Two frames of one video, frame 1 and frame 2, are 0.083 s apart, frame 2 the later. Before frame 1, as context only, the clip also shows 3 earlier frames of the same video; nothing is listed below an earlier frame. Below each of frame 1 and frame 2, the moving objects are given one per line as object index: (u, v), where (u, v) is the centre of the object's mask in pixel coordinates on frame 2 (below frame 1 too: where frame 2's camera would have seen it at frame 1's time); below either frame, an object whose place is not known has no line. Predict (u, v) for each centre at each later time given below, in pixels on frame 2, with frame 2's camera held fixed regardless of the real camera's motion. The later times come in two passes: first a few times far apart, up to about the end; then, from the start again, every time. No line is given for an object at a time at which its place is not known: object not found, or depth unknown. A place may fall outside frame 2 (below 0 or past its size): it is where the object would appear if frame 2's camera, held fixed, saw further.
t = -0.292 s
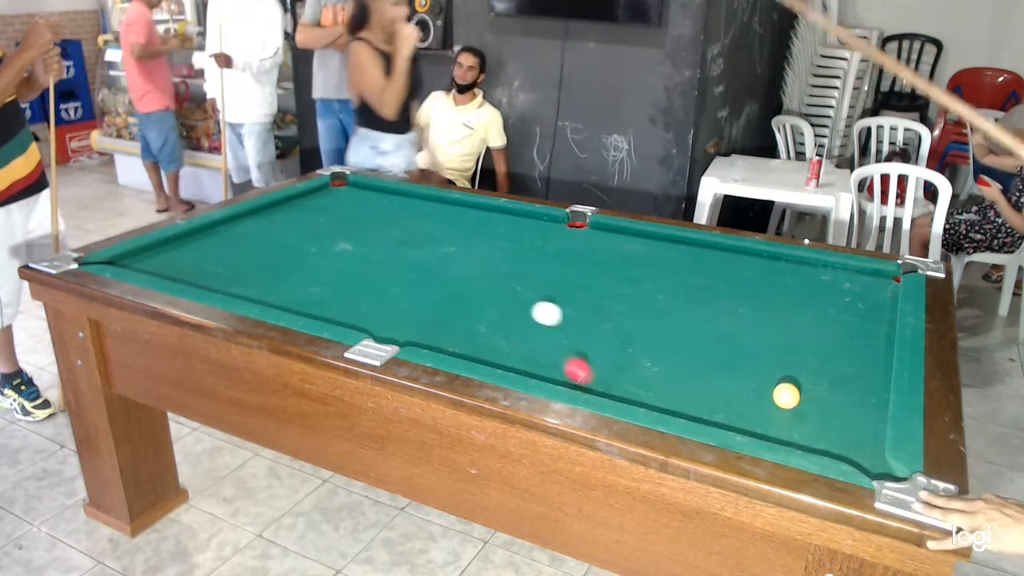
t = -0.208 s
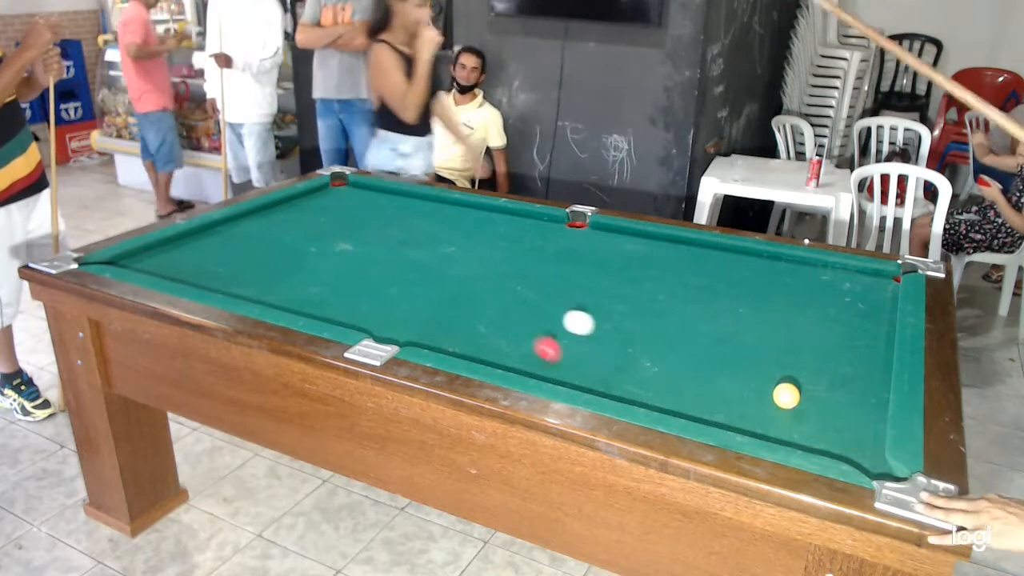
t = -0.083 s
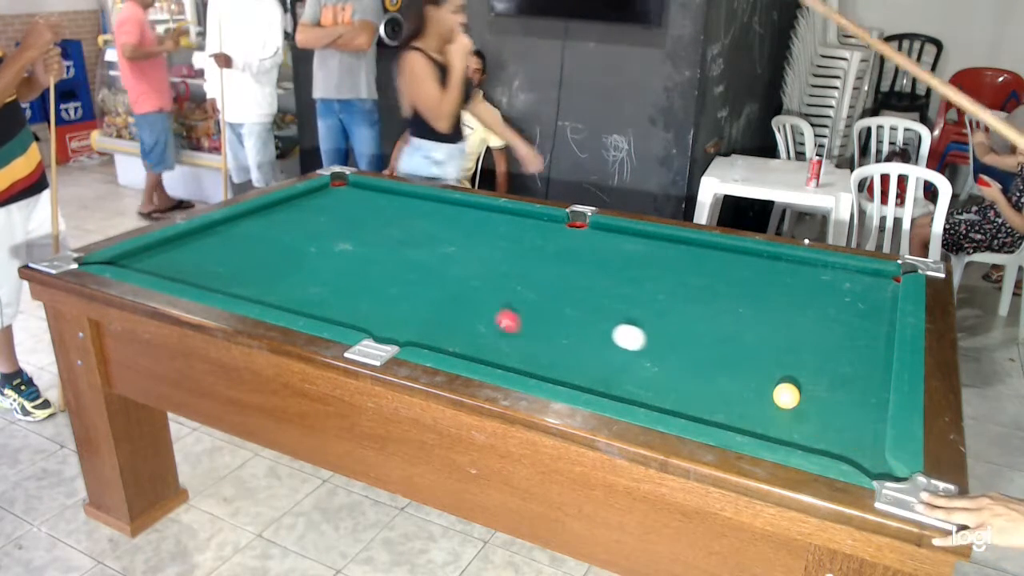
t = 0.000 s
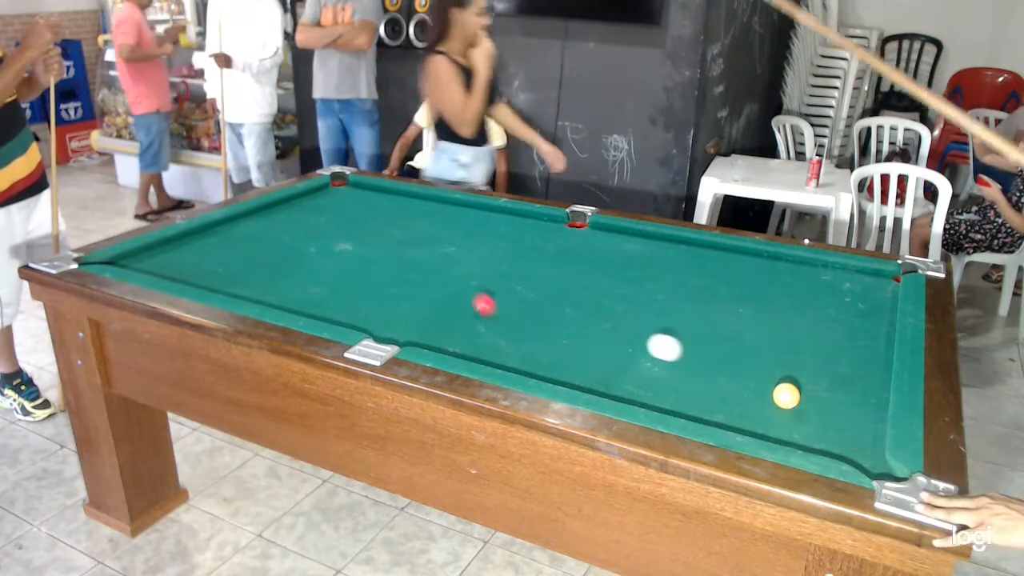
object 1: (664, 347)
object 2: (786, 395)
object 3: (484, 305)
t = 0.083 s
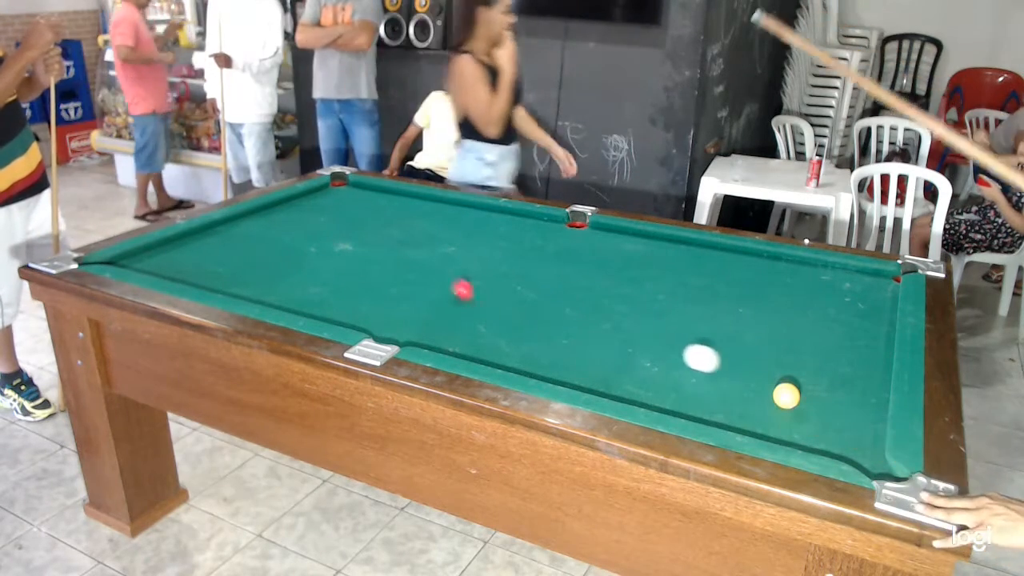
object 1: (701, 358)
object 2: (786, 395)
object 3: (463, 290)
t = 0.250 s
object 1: (778, 377)
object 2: (786, 396)
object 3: (425, 264)
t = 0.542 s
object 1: (843, 388)
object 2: (796, 417)
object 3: (373, 227)
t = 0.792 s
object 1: (776, 367)
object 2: (804, 435)
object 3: (338, 202)
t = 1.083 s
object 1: (707, 346)
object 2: (814, 445)
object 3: (352, 187)
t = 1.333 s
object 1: (656, 329)
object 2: (823, 442)
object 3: (380, 196)
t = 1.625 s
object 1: (604, 313)
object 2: (830, 438)
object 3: (403, 211)
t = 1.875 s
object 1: (565, 300)
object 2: (836, 434)
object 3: (424, 225)
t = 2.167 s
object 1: (525, 287)
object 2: (841, 433)
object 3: (451, 242)
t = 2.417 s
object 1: (495, 277)
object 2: (842, 433)
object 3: (476, 258)
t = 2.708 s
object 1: (464, 267)
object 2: (841, 433)
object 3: (508, 277)
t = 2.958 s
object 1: (440, 258)
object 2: (841, 433)
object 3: (538, 295)
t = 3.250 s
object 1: (416, 250)
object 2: (841, 433)
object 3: (574, 316)
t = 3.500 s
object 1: (399, 243)
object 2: (841, 433)
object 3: (608, 336)
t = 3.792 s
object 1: (381, 236)
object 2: (841, 433)
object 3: (649, 360)
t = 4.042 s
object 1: (367, 231)
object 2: (841, 433)
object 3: (685, 381)
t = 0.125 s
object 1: (720, 364)
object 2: (786, 395)
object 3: (452, 283)
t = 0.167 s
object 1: (740, 369)
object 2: (786, 395)
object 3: (443, 276)
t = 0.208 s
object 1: (760, 374)
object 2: (786, 395)
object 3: (433, 269)
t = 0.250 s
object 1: (778, 377)
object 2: (786, 396)
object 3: (425, 264)
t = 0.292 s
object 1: (802, 382)
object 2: (788, 399)
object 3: (417, 258)
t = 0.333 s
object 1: (820, 387)
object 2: (789, 402)
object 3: (409, 252)
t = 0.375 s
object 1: (840, 391)
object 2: (790, 405)
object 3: (401, 246)
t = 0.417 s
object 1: (860, 395)
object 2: (792, 408)
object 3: (393, 241)
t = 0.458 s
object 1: (871, 396)
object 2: (793, 411)
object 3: (386, 236)
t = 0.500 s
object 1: (856, 392)
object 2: (794, 414)
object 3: (380, 232)
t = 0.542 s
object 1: (843, 388)
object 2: (796, 417)
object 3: (373, 227)
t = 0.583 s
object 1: (831, 384)
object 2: (797, 420)
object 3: (366, 223)
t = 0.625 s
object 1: (820, 381)
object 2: (798, 423)
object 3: (360, 218)
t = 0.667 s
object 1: (808, 377)
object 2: (800, 426)
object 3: (354, 214)
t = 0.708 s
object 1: (797, 374)
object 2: (801, 429)
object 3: (348, 210)
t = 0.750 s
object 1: (786, 370)
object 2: (802, 432)
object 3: (343, 206)
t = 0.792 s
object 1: (776, 367)
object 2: (804, 435)
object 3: (338, 202)
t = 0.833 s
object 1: (765, 364)
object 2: (805, 437)
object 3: (333, 199)
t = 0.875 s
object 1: (755, 360)
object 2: (806, 439)
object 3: (328, 196)
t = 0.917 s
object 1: (745, 357)
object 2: (808, 441)
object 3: (323, 192)
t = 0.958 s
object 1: (735, 354)
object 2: (810, 443)
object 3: (320, 189)
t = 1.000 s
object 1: (726, 351)
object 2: (811, 445)
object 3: (329, 188)
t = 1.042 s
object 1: (716, 348)
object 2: (812, 446)
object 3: (340, 187)
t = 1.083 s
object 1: (707, 346)
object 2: (814, 445)
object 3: (352, 187)
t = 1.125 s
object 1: (699, 343)
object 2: (815, 444)
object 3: (362, 186)
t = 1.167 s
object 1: (689, 340)
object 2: (817, 444)
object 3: (369, 186)
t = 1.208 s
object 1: (681, 337)
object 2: (818, 443)
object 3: (371, 189)
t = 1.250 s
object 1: (673, 335)
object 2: (820, 443)
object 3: (375, 191)
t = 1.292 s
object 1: (664, 332)
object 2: (821, 442)
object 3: (377, 193)
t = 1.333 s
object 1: (656, 329)
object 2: (823, 442)
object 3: (380, 196)
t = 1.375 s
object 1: (649, 327)
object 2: (824, 441)
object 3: (383, 198)
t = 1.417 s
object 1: (641, 324)
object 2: (825, 441)
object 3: (387, 200)
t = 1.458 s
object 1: (633, 322)
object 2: (826, 440)
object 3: (390, 202)
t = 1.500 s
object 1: (626, 320)
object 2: (827, 439)
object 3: (393, 204)
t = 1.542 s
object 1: (618, 317)
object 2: (828, 439)
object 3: (396, 207)
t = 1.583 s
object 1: (611, 315)
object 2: (829, 438)
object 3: (400, 208)
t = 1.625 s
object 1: (604, 313)
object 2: (830, 438)
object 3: (403, 211)
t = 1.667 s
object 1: (598, 311)
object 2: (831, 437)
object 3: (406, 213)
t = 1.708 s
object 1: (591, 308)
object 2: (832, 437)
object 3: (409, 215)
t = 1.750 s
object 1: (584, 306)
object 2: (834, 436)
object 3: (413, 218)
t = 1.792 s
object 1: (578, 304)
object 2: (834, 435)
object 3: (417, 220)
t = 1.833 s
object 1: (572, 302)
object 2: (835, 435)
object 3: (420, 223)
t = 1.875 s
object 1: (565, 300)
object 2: (836, 434)
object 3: (424, 225)
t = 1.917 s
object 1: (560, 298)
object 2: (837, 434)
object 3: (428, 227)
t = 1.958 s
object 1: (554, 296)
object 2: (838, 434)
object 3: (432, 230)
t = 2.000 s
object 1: (548, 294)
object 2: (838, 434)
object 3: (435, 232)
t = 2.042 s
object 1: (542, 292)
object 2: (839, 433)
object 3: (439, 234)
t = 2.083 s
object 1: (536, 291)
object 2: (840, 433)
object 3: (443, 237)
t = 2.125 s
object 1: (531, 289)
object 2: (840, 433)
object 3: (448, 239)
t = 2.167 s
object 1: (525, 287)
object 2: (841, 433)
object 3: (451, 242)
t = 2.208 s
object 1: (520, 285)
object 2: (841, 433)
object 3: (455, 245)
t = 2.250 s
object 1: (515, 284)
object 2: (842, 433)
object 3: (459, 247)
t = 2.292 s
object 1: (510, 282)
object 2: (842, 433)
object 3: (464, 250)
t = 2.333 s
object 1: (505, 280)
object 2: (842, 433)
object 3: (468, 253)
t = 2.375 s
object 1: (500, 279)
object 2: (842, 433)
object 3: (472, 255)
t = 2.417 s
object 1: (495, 277)
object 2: (842, 433)
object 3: (476, 258)
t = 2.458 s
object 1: (490, 275)
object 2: (842, 433)
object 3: (480, 259)
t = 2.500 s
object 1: (486, 274)
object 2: (841, 433)
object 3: (486, 259)
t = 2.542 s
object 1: (481, 272)
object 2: (841, 433)
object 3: (492, 264)
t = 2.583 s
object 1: (476, 271)
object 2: (841, 433)
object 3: (495, 268)
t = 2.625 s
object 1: (472, 269)
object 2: (841, 433)
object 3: (499, 271)
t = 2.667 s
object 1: (468, 268)
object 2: (841, 433)
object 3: (503, 275)
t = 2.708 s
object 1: (464, 267)
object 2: (841, 433)
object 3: (508, 277)
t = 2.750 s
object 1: (459, 265)
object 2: (841, 433)
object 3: (513, 280)
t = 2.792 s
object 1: (455, 264)
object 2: (841, 433)
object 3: (518, 283)
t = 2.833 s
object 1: (452, 262)
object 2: (841, 433)
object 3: (523, 286)
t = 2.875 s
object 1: (448, 261)
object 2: (841, 433)
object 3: (528, 288)
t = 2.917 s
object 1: (444, 260)
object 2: (841, 433)
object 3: (533, 292)
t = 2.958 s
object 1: (440, 258)
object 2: (841, 433)
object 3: (538, 295)
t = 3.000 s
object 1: (437, 257)
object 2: (841, 433)
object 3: (542, 297)
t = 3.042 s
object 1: (433, 256)
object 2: (841, 433)
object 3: (548, 301)
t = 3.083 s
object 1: (430, 254)
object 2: (841, 433)
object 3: (553, 304)
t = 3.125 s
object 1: (426, 253)
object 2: (841, 433)
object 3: (558, 307)
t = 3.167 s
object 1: (423, 252)
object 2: (841, 433)
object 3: (564, 310)
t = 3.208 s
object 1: (419, 251)
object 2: (841, 433)
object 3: (569, 313)
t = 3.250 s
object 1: (416, 250)
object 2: (841, 433)
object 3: (574, 316)
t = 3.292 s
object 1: (413, 249)
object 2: (841, 433)
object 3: (580, 319)
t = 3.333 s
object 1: (410, 247)
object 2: (841, 433)
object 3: (585, 323)
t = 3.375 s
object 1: (407, 246)
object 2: (841, 433)
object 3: (590, 326)
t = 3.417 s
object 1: (404, 245)
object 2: (841, 433)
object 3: (596, 329)
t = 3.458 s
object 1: (401, 244)
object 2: (841, 433)
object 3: (602, 333)
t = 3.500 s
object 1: (399, 243)
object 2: (841, 433)
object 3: (608, 336)
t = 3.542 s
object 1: (396, 242)
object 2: (841, 433)
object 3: (614, 340)
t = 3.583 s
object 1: (393, 241)
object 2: (841, 433)
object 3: (619, 342)
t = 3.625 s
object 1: (391, 240)
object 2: (841, 433)
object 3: (625, 346)
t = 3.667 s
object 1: (388, 239)
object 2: (841, 433)
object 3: (631, 350)
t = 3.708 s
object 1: (385, 238)
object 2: (841, 433)
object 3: (637, 353)
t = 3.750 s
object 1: (383, 237)
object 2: (841, 433)
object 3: (643, 356)
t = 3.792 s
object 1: (381, 236)
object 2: (841, 433)
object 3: (649, 360)
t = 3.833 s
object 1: (378, 236)
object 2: (841, 433)
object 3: (654, 363)
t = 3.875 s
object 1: (376, 235)
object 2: (841, 433)
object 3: (660, 367)
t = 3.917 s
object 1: (374, 234)
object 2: (841, 433)
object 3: (667, 370)
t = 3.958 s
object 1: (372, 233)
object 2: (841, 433)
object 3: (673, 374)
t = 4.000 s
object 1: (370, 232)
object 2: (841, 433)
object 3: (679, 377)
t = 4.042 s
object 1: (367, 231)
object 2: (841, 433)
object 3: (685, 381)
